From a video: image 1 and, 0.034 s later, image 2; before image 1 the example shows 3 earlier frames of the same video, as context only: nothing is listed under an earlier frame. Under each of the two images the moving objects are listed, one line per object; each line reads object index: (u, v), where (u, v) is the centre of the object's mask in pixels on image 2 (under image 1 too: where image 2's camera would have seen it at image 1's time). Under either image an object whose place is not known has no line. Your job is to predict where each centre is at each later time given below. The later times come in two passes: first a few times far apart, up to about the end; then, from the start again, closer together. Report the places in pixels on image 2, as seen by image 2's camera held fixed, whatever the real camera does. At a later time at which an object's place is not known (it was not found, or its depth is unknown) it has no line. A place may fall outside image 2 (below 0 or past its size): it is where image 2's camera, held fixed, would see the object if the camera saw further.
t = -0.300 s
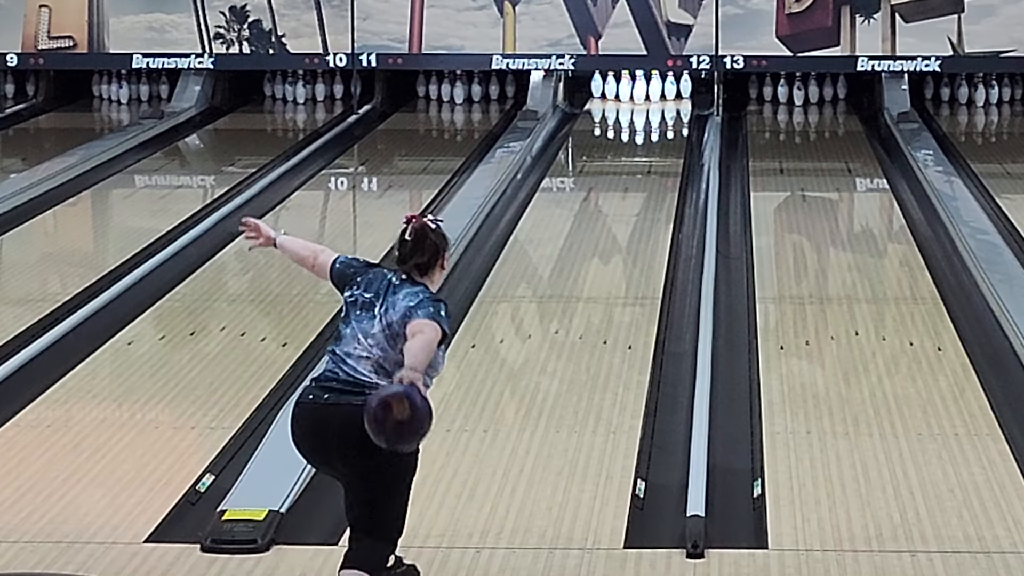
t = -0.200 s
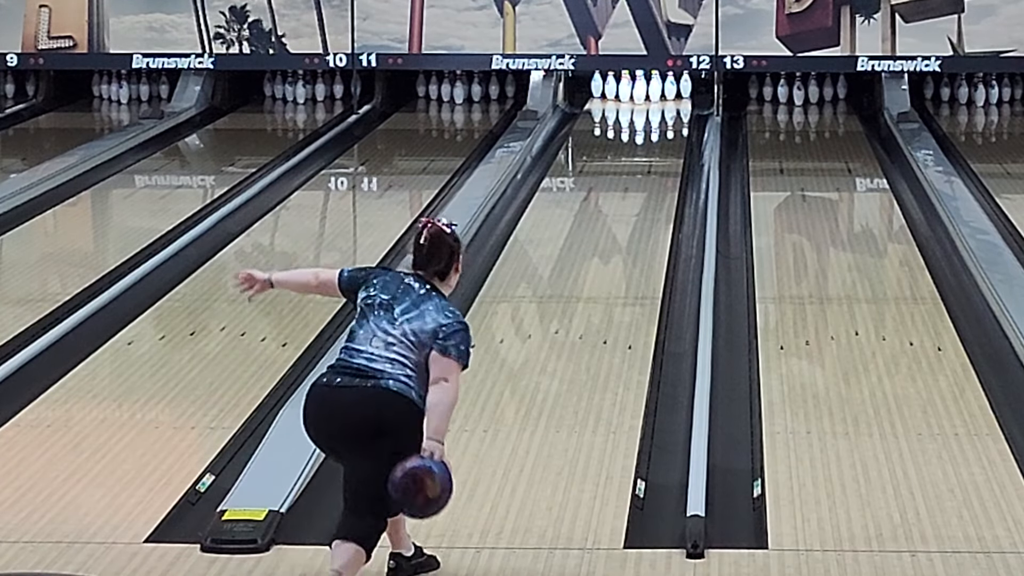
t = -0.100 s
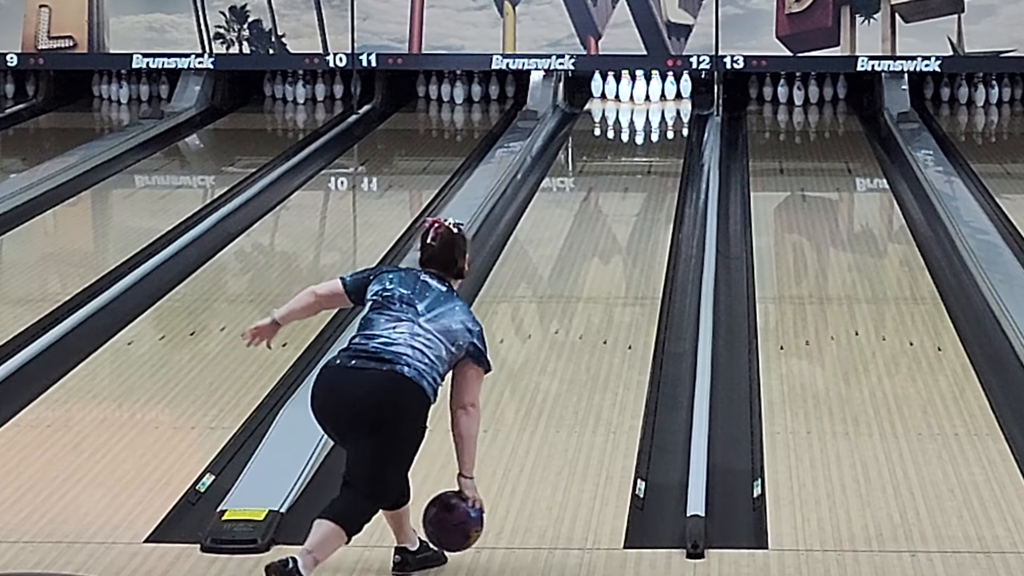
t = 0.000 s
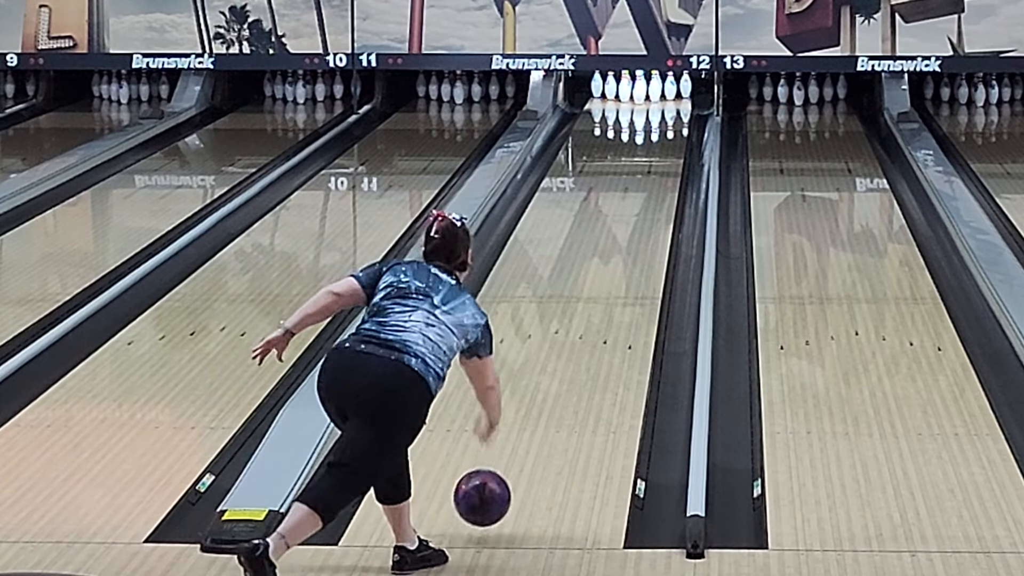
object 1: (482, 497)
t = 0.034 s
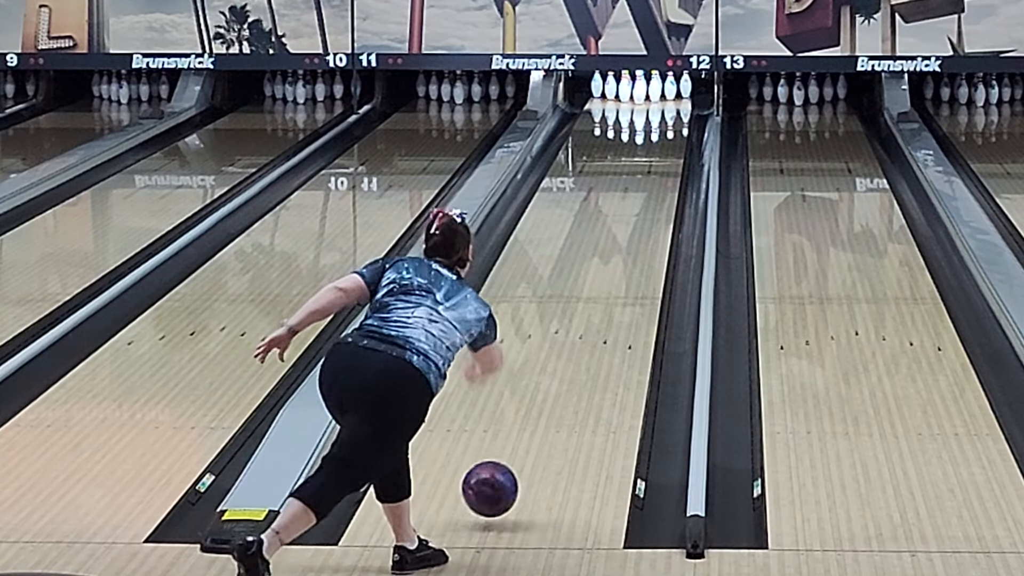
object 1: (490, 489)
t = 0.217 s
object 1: (527, 435)
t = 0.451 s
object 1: (562, 367)
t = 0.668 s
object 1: (588, 317)
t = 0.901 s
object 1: (610, 273)
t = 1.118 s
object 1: (626, 239)
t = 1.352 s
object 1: (640, 209)
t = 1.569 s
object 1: (650, 185)
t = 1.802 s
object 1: (659, 164)
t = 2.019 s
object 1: (665, 146)
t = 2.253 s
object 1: (667, 130)
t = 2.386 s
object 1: (665, 122)
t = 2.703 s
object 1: (655, 106)
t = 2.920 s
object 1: (646, 96)
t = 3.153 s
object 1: (646, 91)
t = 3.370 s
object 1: (646, 87)
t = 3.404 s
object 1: (646, 86)
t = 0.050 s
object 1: (494, 486)
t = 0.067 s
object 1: (497, 483)
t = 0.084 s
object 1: (501, 482)
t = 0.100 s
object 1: (504, 474)
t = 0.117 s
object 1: (508, 468)
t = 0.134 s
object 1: (511, 461)
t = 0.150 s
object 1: (514, 456)
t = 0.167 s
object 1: (517, 452)
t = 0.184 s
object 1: (521, 445)
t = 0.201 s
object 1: (523, 440)
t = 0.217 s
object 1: (527, 435)
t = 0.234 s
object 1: (529, 429)
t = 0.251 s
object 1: (532, 424)
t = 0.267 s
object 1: (535, 419)
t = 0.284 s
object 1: (538, 413)
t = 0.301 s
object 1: (540, 408)
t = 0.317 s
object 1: (543, 403)
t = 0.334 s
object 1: (545, 398)
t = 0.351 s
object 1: (548, 394)
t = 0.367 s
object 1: (550, 389)
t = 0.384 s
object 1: (553, 385)
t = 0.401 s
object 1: (555, 380)
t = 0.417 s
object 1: (557, 375)
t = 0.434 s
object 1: (560, 371)
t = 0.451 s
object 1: (562, 367)
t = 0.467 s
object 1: (564, 362)
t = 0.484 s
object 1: (566, 358)
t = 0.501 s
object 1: (568, 354)
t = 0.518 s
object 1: (571, 350)
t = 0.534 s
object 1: (573, 346)
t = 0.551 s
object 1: (575, 342)
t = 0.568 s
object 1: (576, 339)
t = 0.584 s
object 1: (578, 335)
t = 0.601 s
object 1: (580, 331)
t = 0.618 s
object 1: (582, 327)
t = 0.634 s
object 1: (584, 324)
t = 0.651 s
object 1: (586, 321)
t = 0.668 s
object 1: (588, 317)
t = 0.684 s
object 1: (589, 314)
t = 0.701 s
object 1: (591, 310)
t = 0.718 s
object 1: (593, 307)
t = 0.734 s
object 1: (594, 304)
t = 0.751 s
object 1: (596, 300)
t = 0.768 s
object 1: (598, 297)
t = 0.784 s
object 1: (599, 294)
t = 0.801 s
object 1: (601, 291)
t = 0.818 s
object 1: (602, 288)
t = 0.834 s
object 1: (604, 285)
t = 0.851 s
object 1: (605, 282)
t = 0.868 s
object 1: (607, 279)
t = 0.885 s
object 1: (608, 276)
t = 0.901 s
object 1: (610, 273)
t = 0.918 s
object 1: (611, 270)
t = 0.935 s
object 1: (612, 268)
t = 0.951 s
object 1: (614, 265)
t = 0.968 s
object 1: (615, 262)
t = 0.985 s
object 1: (616, 260)
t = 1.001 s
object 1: (618, 257)
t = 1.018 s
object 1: (619, 254)
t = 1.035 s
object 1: (620, 252)
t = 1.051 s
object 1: (621, 249)
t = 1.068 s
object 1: (622, 247)
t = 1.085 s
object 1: (623, 244)
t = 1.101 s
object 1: (625, 242)
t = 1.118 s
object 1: (626, 239)
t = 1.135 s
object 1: (627, 237)
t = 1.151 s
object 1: (628, 234)
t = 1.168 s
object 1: (629, 232)
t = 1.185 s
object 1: (630, 230)
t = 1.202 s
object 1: (631, 228)
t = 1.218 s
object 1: (632, 226)
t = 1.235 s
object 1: (633, 223)
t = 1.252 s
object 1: (634, 221)
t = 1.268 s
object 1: (635, 219)
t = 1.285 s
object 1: (636, 217)
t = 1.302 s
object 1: (637, 215)
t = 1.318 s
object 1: (638, 213)
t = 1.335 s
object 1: (639, 211)
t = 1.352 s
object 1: (640, 209)
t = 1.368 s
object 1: (641, 207)
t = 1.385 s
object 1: (642, 205)
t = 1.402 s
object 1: (643, 203)
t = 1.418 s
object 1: (643, 201)
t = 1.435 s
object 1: (644, 199)
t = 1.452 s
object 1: (645, 197)
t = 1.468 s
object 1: (646, 196)
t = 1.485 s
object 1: (647, 194)
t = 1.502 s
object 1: (647, 192)
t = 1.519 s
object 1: (648, 190)
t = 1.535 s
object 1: (649, 189)
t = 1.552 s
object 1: (650, 187)
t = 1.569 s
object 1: (650, 185)
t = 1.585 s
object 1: (651, 184)
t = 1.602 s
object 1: (652, 182)
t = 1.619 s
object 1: (653, 180)
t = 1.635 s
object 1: (653, 179)
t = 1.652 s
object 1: (654, 177)
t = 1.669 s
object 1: (654, 175)
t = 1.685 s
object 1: (655, 174)
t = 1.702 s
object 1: (656, 172)
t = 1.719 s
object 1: (656, 171)
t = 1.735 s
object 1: (657, 169)
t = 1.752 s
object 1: (657, 168)
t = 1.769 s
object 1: (658, 166)
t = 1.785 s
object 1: (659, 165)
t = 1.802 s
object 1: (659, 164)
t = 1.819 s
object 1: (659, 162)
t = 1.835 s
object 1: (660, 161)
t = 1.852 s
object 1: (660, 160)
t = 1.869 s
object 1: (661, 158)
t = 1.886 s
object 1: (661, 157)
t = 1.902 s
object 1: (662, 155)
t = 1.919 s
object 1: (662, 154)
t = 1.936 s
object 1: (663, 153)
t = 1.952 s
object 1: (664, 151)
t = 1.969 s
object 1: (664, 150)
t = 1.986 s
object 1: (664, 148)
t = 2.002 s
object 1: (664, 147)
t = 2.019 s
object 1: (665, 146)
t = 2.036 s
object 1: (665, 145)
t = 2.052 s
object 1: (665, 143)
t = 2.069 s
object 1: (666, 142)
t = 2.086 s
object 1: (666, 141)
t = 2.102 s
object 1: (666, 140)
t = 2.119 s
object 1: (667, 139)
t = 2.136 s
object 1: (666, 138)
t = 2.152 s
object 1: (667, 136)
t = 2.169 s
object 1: (667, 135)
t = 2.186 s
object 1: (667, 134)
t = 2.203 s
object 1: (667, 133)
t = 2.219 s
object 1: (667, 132)
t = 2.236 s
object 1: (667, 131)
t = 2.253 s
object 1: (667, 130)
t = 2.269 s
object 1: (667, 128)
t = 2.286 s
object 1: (666, 127)
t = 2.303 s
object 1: (666, 127)
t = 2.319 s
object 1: (666, 125)
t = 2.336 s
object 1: (666, 125)
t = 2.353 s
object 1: (666, 124)
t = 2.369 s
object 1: (665, 123)
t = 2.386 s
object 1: (665, 122)
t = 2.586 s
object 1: (658, 112)
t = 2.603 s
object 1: (658, 111)
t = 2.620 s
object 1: (657, 110)
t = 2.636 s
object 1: (656, 109)
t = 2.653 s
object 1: (656, 109)
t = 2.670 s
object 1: (655, 108)
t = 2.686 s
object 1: (655, 107)
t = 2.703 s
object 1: (655, 106)
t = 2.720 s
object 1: (654, 106)
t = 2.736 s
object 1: (653, 104)
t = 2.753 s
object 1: (652, 104)
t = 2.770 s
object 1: (652, 103)
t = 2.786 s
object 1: (651, 102)
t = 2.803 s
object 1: (650, 101)
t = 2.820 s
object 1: (649, 100)
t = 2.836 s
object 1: (649, 100)
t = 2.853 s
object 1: (648, 99)
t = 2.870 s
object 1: (648, 98)
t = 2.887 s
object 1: (647, 97)
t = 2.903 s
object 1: (646, 97)
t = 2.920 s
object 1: (646, 96)
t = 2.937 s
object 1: (645, 95)
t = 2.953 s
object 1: (645, 95)
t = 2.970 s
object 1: (646, 94)
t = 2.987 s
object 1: (646, 94)
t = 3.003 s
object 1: (646, 93)
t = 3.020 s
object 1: (646, 93)
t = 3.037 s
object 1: (645, 93)
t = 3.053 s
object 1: (645, 92)
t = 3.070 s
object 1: (645, 92)
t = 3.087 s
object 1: (645, 91)
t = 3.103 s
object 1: (646, 91)
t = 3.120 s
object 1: (646, 90)
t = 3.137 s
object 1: (646, 91)
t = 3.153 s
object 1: (646, 91)
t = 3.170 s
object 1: (646, 90)
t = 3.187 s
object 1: (647, 90)
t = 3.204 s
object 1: (647, 89)
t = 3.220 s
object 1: (647, 89)
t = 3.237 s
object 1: (648, 89)
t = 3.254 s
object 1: (647, 88)
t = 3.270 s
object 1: (647, 88)
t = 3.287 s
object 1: (646, 88)
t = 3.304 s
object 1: (647, 88)
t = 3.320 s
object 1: (648, 88)
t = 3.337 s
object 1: (646, 87)
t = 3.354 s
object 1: (646, 87)
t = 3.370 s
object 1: (646, 87)
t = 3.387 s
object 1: (646, 86)
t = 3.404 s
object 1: (646, 86)
